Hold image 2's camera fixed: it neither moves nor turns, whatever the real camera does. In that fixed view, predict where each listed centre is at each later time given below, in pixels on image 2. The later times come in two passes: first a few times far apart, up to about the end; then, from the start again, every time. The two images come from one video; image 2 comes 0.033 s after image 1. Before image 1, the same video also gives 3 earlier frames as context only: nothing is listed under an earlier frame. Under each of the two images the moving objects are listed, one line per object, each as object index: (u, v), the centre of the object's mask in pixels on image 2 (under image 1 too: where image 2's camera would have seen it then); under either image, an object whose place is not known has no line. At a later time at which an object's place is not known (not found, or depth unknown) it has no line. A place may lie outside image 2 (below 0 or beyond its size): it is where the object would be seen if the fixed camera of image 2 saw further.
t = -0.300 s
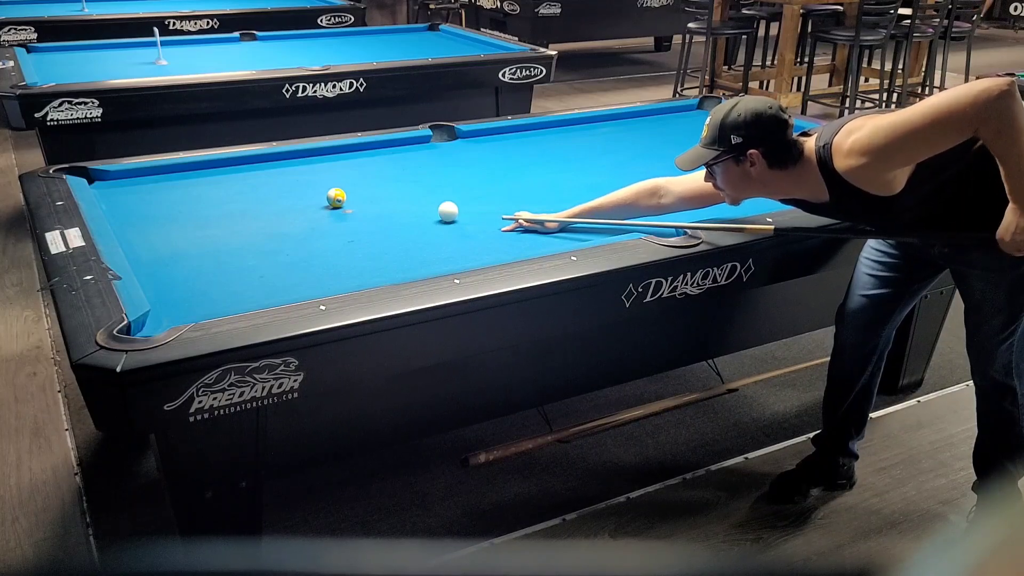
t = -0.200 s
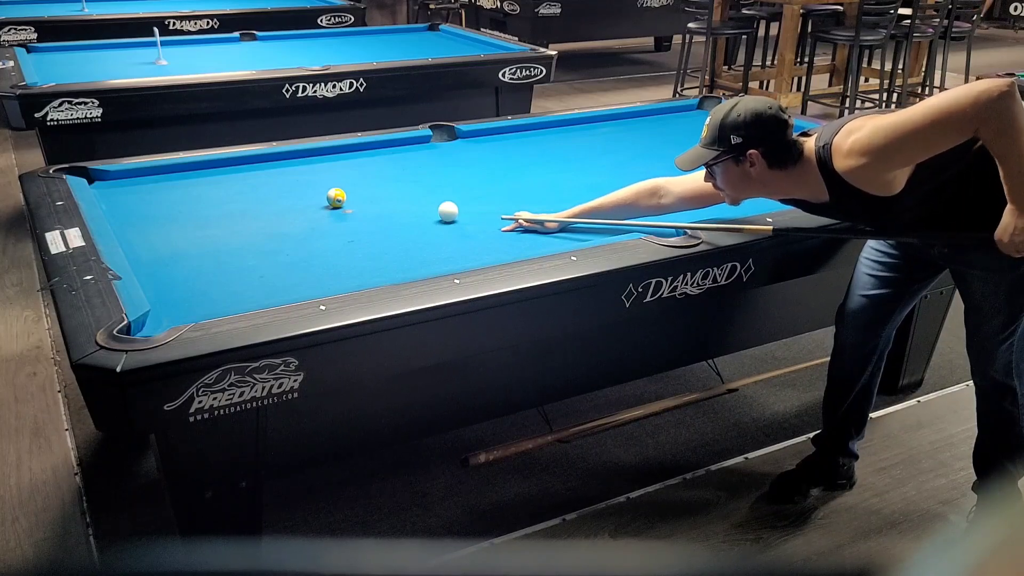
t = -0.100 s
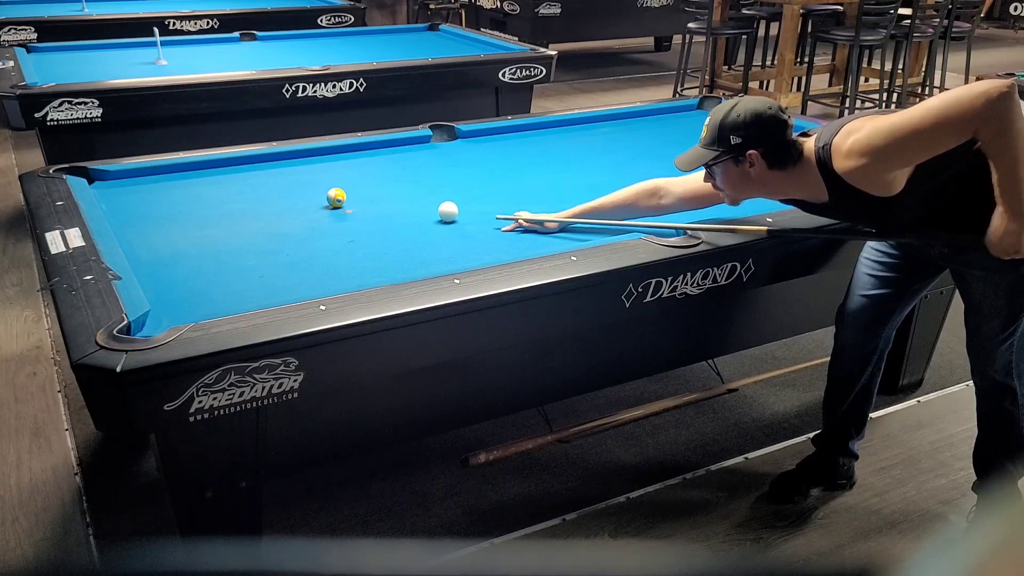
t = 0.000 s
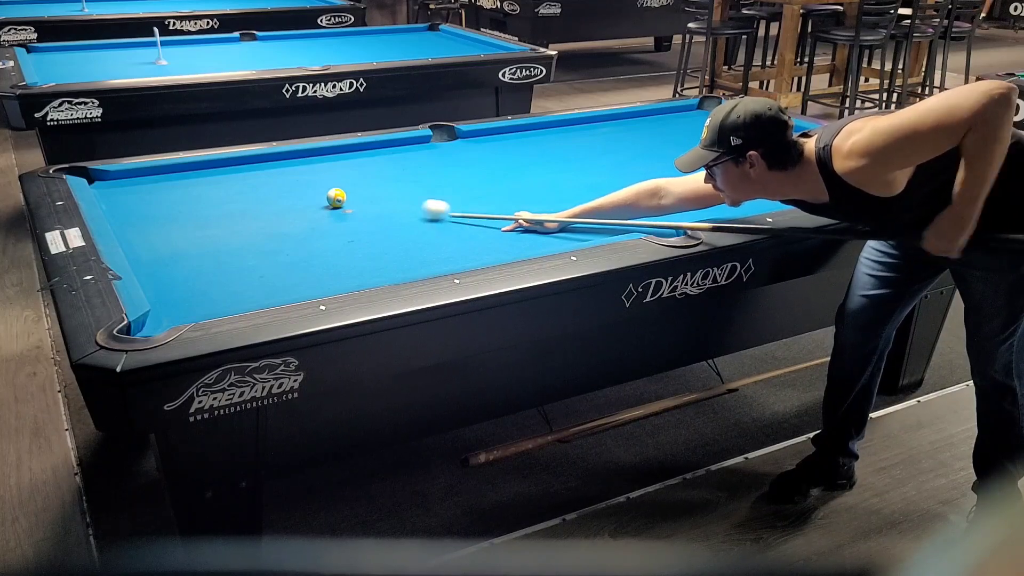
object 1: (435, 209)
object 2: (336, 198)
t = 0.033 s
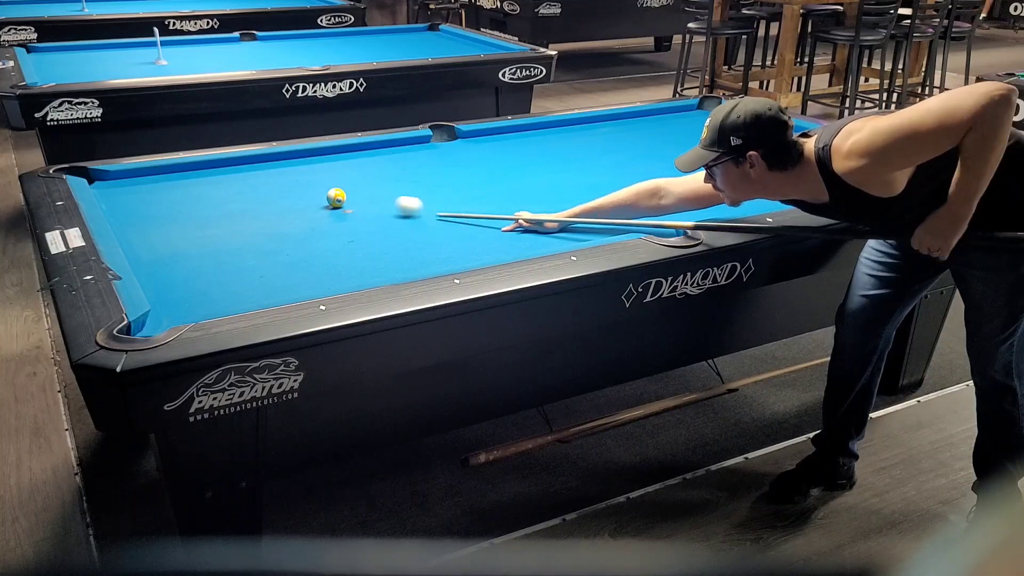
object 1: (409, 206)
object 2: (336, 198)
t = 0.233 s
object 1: (360, 198)
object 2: (258, 190)
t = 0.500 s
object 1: (370, 195)
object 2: (129, 178)
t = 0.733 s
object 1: (378, 193)
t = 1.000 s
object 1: (386, 191)
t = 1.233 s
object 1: (390, 190)
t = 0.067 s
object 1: (383, 203)
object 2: (336, 198)
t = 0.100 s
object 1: (360, 200)
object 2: (336, 198)
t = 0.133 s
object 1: (355, 199)
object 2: (319, 196)
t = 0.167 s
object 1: (356, 198)
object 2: (298, 194)
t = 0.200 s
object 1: (358, 198)
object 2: (277, 192)
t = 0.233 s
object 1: (360, 198)
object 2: (258, 190)
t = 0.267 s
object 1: (361, 198)
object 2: (239, 189)
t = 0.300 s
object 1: (362, 197)
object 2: (222, 187)
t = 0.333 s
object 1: (364, 197)
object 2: (206, 186)
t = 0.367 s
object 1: (365, 197)
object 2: (190, 184)
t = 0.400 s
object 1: (367, 196)
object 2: (175, 182)
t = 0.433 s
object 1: (368, 196)
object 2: (159, 181)
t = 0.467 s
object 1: (369, 195)
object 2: (144, 179)
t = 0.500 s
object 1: (370, 195)
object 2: (129, 178)
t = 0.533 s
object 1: (372, 195)
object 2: (113, 177)
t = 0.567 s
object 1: (373, 195)
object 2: (98, 175)
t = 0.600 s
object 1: (374, 194)
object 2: (84, 173)
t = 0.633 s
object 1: (375, 194)
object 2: (71, 172)
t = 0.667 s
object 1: (376, 194)
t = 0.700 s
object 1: (377, 193)
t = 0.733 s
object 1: (378, 193)
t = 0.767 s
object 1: (380, 193)
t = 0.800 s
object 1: (381, 193)
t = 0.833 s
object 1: (382, 192)
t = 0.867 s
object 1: (382, 192)
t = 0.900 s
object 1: (383, 192)
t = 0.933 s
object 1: (384, 192)
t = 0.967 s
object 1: (385, 191)
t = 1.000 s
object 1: (386, 191)
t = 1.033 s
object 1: (387, 191)
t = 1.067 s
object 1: (387, 191)
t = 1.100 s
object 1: (388, 191)
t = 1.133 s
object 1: (389, 190)
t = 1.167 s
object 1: (389, 190)
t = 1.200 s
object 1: (390, 190)
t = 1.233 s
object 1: (390, 190)
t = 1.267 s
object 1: (391, 190)
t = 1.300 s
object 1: (392, 189)
